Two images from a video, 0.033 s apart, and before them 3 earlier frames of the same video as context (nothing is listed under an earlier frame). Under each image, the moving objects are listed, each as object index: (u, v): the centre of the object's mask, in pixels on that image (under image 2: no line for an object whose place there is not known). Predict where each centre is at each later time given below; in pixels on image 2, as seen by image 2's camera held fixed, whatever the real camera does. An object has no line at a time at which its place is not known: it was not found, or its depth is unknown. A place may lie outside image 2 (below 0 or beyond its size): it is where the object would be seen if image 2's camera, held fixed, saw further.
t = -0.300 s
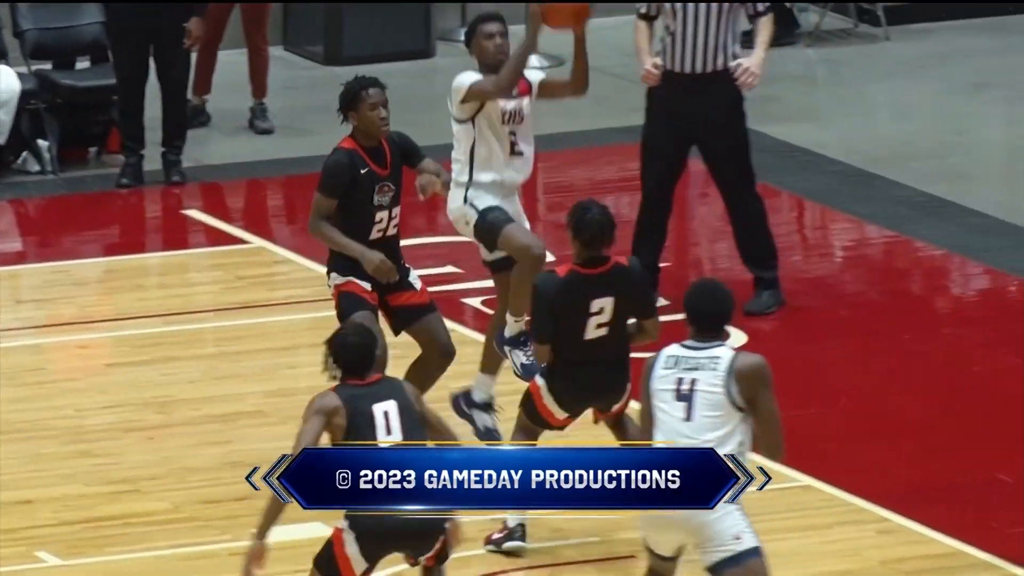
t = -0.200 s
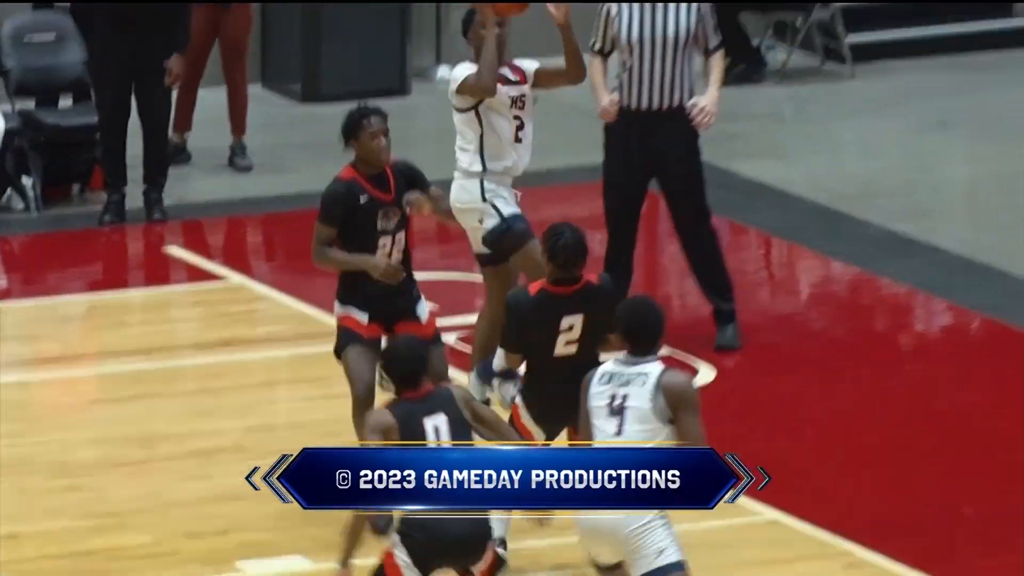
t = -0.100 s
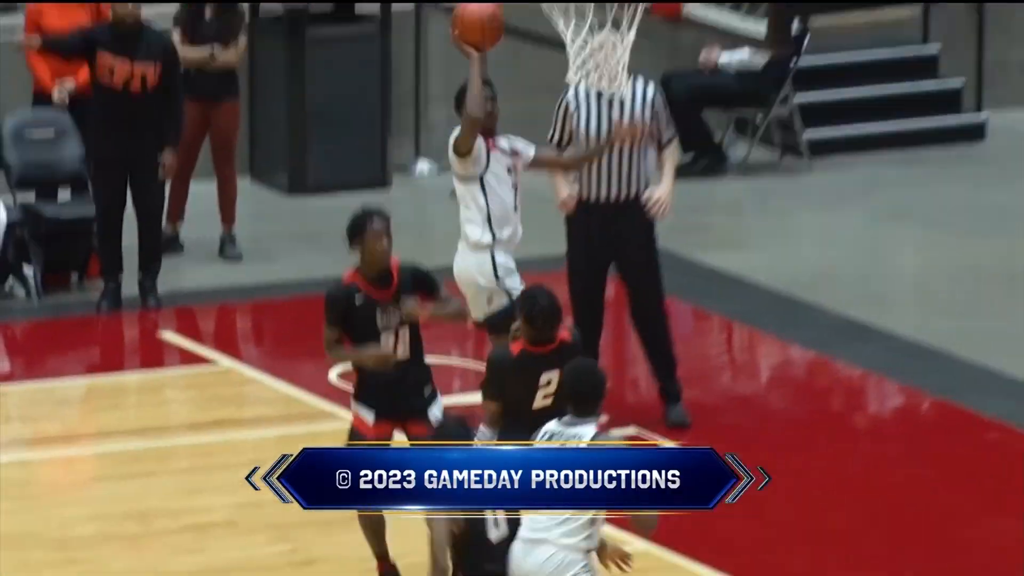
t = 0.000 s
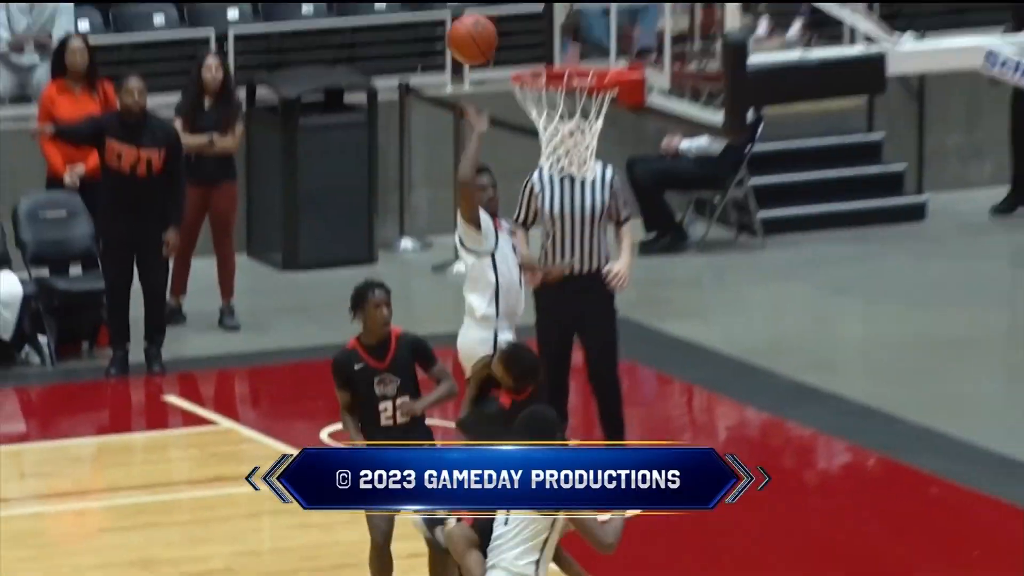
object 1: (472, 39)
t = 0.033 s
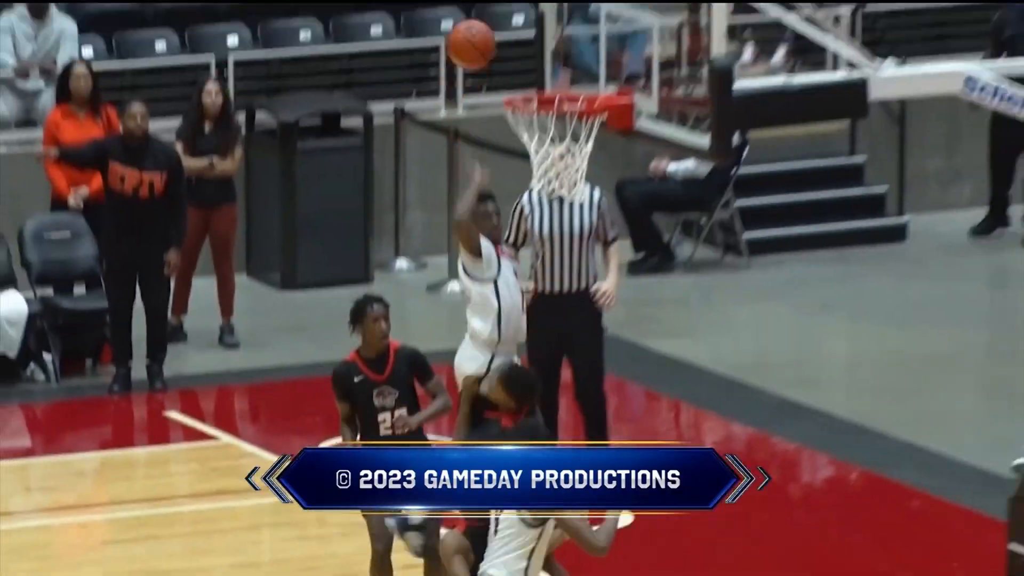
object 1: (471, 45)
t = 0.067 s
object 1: (477, 25)
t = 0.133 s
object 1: (488, -5)
